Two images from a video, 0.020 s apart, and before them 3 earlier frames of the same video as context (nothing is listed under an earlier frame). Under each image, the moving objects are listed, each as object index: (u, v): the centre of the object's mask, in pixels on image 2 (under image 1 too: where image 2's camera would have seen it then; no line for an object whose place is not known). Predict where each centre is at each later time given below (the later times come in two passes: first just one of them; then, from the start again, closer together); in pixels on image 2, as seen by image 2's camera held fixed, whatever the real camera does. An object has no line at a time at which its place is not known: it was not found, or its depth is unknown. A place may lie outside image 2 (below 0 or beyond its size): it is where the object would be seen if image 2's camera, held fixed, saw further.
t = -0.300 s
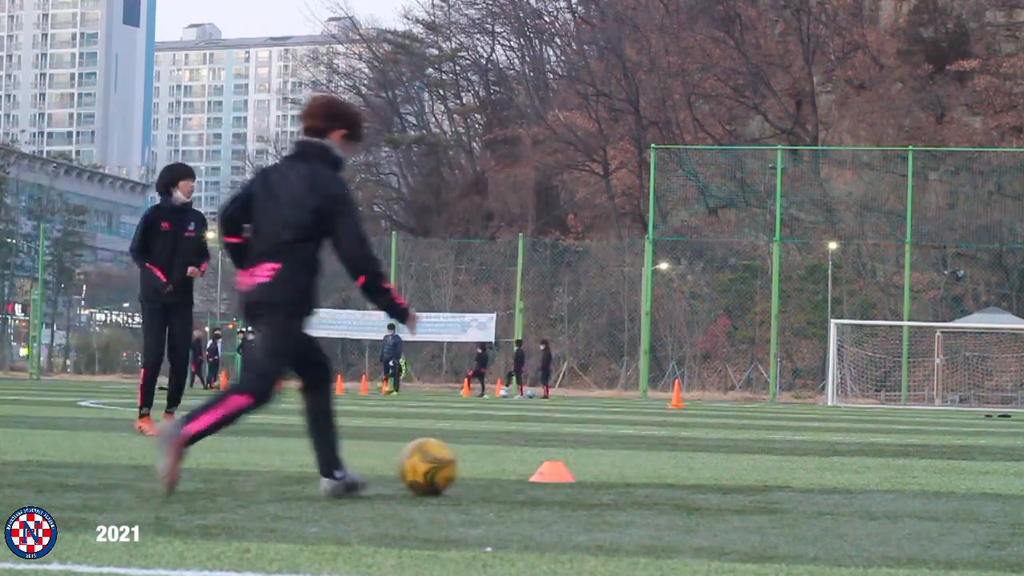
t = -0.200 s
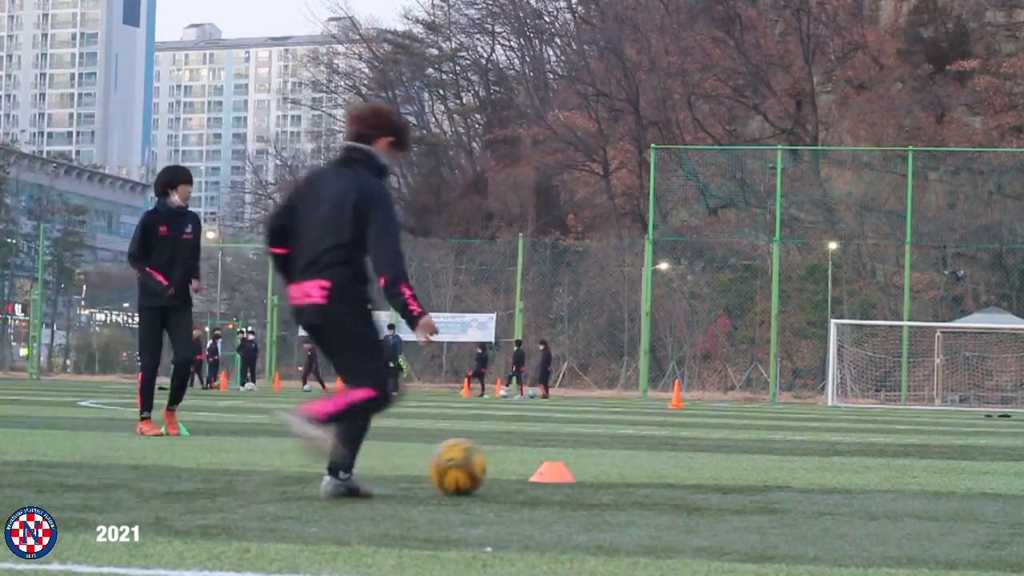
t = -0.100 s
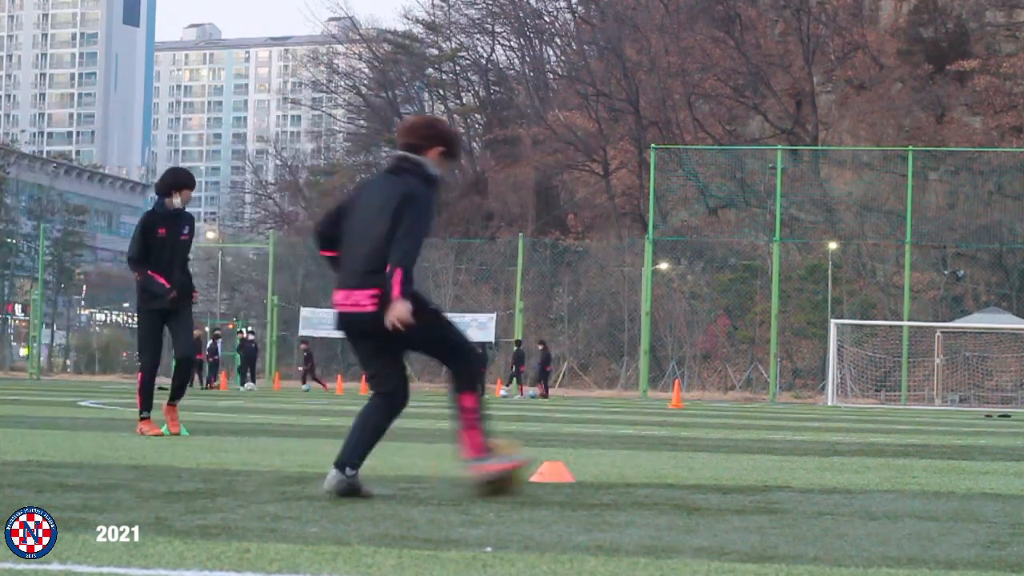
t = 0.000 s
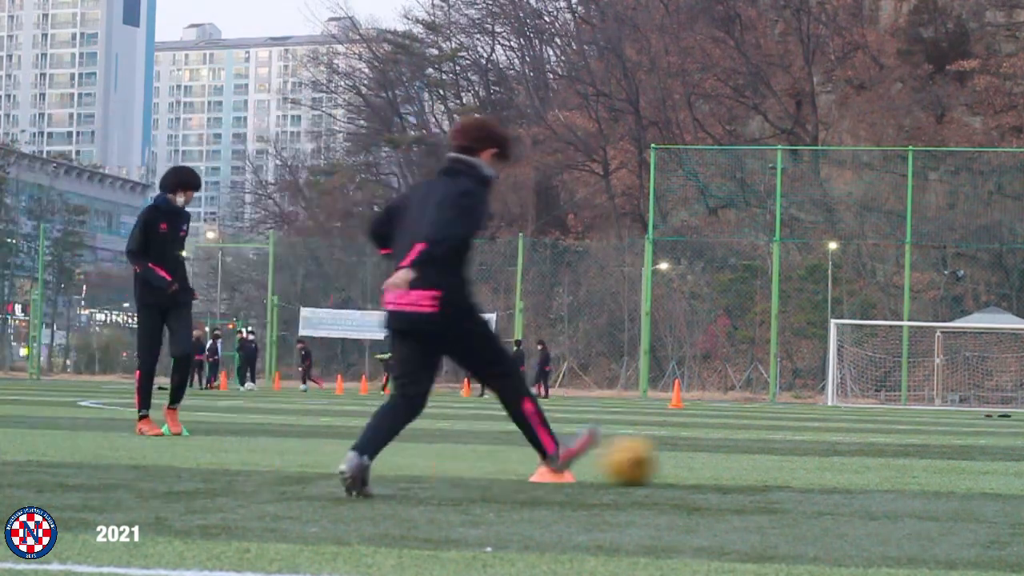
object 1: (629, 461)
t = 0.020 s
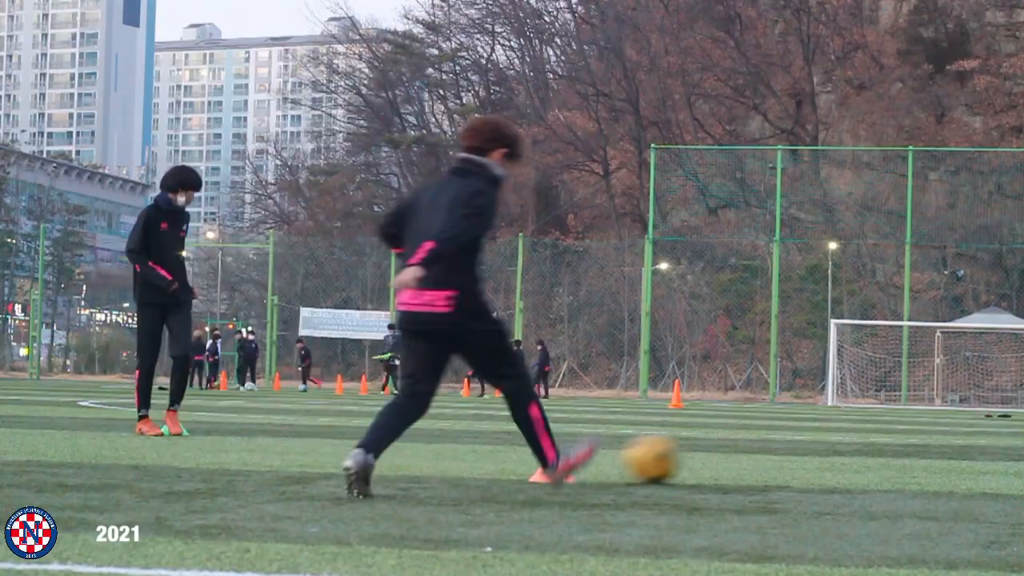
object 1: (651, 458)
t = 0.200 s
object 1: (809, 452)
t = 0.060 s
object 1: (691, 456)
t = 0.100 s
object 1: (728, 457)
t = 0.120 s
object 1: (746, 456)
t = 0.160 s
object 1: (780, 452)
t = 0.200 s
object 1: (809, 452)
